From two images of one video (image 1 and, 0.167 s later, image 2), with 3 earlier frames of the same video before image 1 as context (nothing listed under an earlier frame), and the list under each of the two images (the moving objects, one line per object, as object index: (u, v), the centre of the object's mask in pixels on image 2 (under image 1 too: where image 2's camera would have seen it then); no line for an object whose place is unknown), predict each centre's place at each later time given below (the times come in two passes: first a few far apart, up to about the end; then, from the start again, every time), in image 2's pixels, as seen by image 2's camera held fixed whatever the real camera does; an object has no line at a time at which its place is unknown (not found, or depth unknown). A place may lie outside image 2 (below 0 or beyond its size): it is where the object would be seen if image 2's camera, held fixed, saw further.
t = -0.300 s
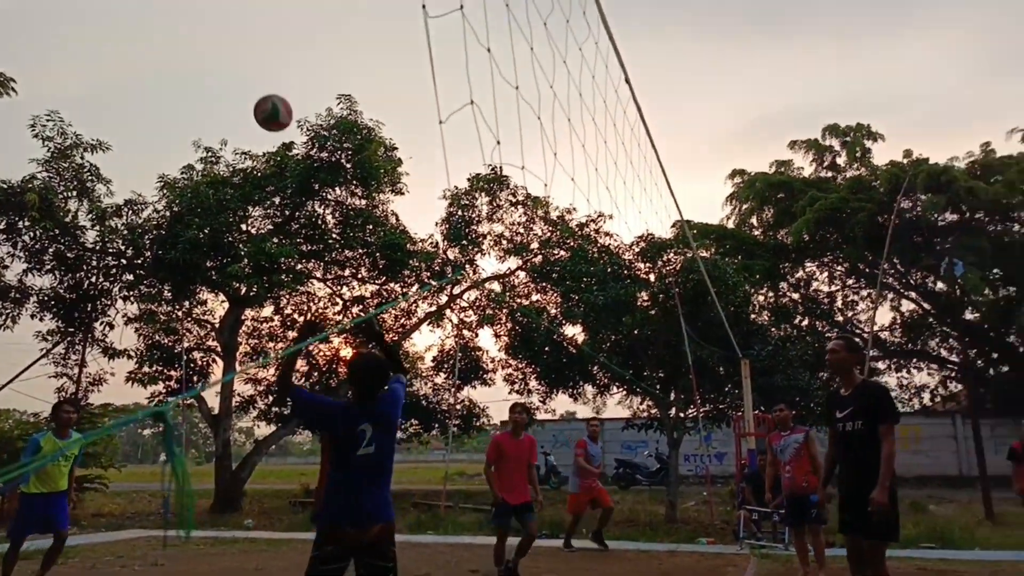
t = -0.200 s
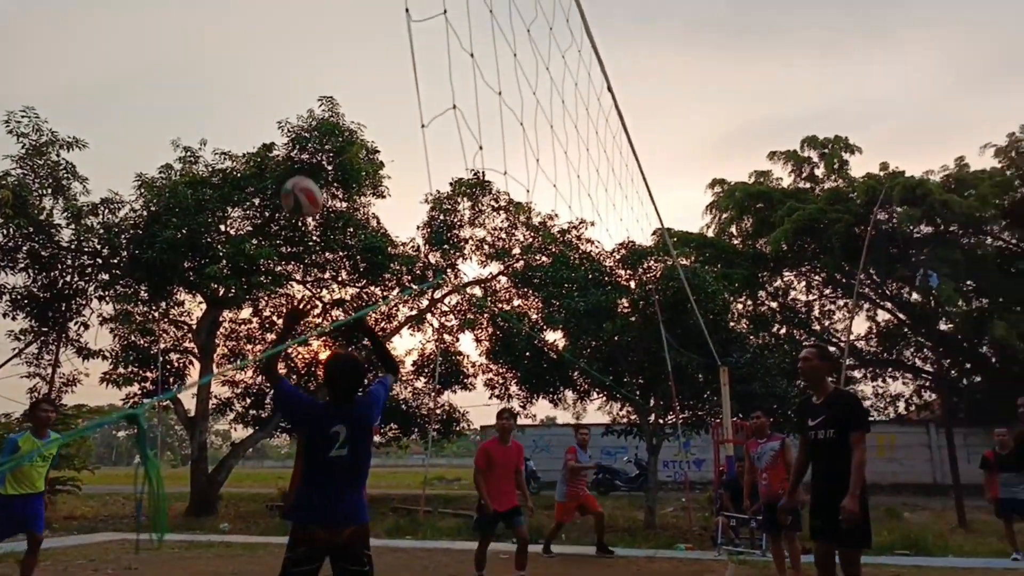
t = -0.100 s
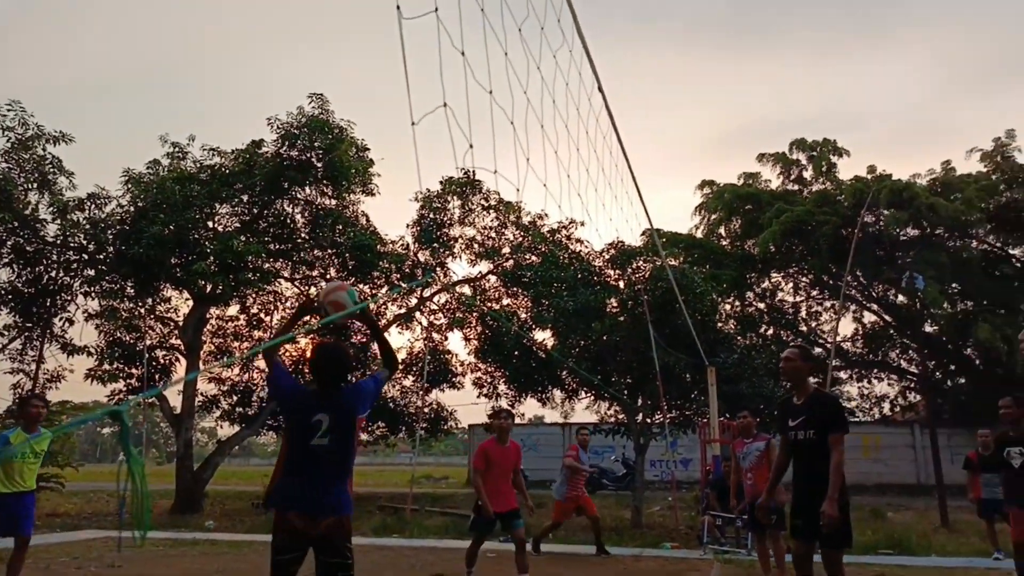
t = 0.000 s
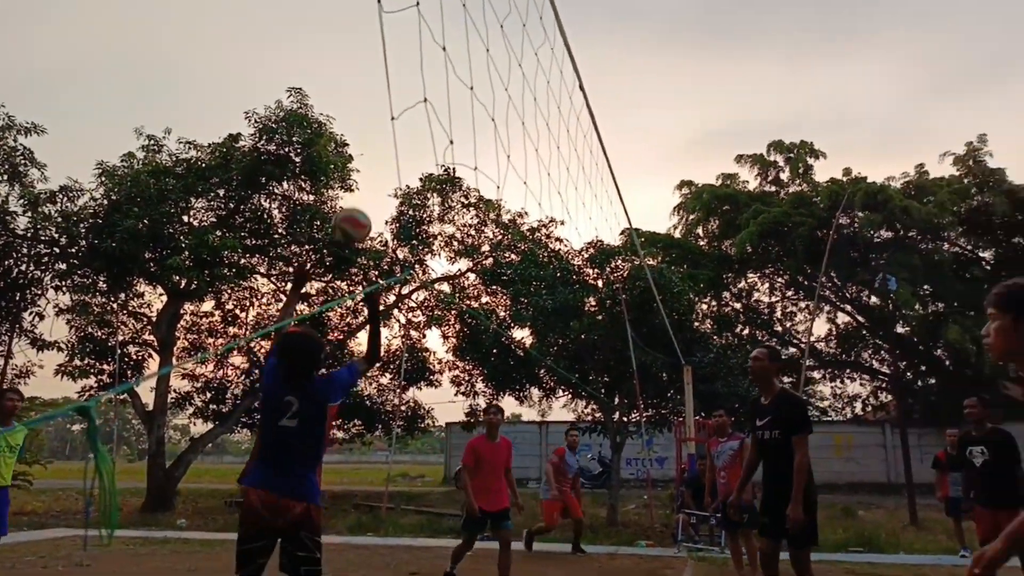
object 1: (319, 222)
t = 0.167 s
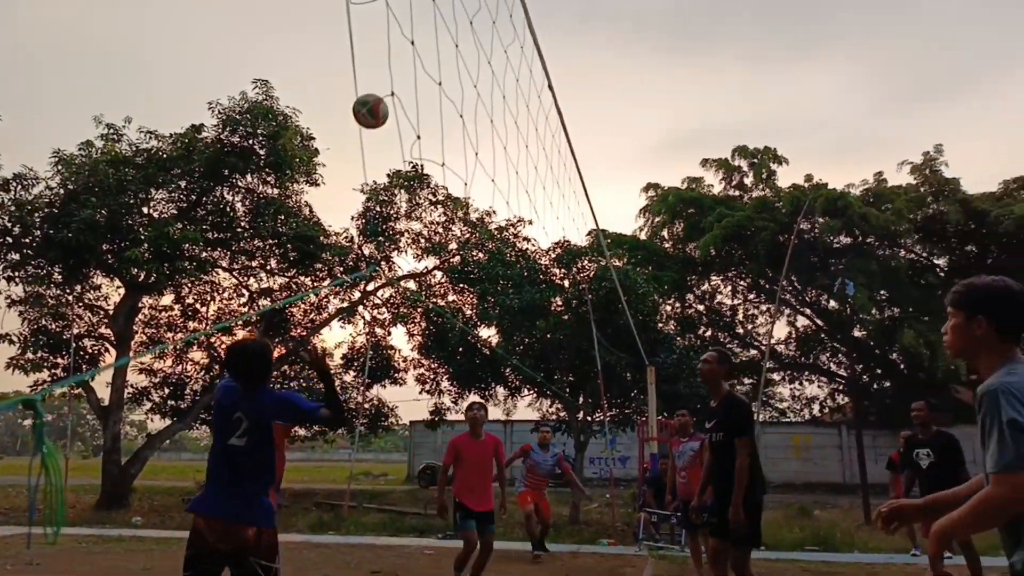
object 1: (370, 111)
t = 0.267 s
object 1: (395, 74)
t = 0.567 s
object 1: (449, 49)
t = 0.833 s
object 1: (490, 127)
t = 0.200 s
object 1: (379, 97)
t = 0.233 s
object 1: (387, 85)
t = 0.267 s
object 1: (395, 74)
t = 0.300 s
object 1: (403, 64)
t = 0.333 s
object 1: (410, 56)
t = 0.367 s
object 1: (416, 50)
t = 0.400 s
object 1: (422, 46)
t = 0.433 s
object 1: (428, 44)
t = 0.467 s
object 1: (434, 44)
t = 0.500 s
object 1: (439, 44)
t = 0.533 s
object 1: (444, 46)
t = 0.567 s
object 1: (449, 49)
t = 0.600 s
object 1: (455, 54)
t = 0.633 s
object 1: (460, 61)
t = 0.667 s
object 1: (465, 69)
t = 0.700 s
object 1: (470, 78)
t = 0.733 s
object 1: (475, 89)
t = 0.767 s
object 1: (480, 100)
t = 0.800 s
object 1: (485, 113)
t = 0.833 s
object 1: (490, 127)
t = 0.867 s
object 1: (494, 143)
